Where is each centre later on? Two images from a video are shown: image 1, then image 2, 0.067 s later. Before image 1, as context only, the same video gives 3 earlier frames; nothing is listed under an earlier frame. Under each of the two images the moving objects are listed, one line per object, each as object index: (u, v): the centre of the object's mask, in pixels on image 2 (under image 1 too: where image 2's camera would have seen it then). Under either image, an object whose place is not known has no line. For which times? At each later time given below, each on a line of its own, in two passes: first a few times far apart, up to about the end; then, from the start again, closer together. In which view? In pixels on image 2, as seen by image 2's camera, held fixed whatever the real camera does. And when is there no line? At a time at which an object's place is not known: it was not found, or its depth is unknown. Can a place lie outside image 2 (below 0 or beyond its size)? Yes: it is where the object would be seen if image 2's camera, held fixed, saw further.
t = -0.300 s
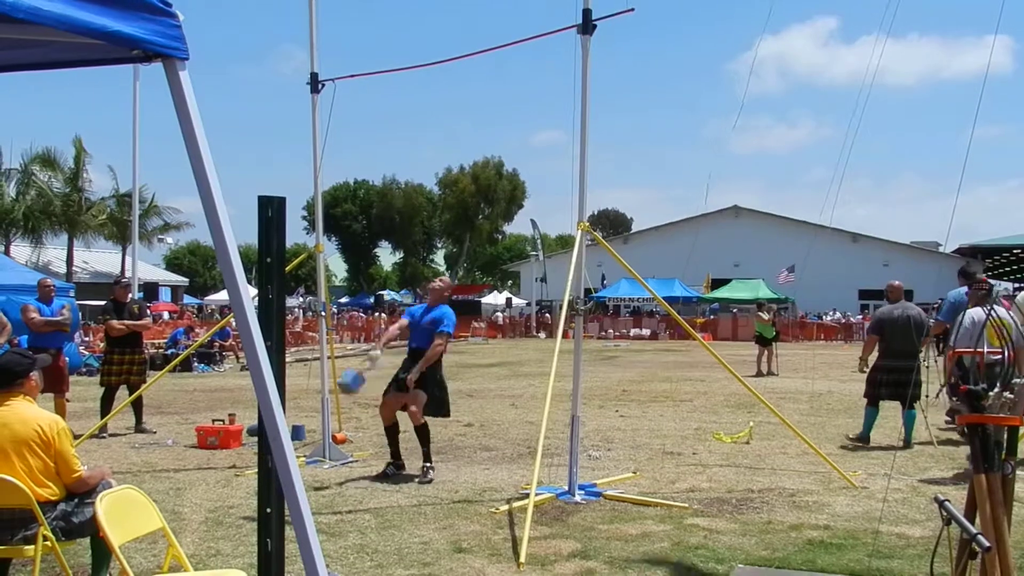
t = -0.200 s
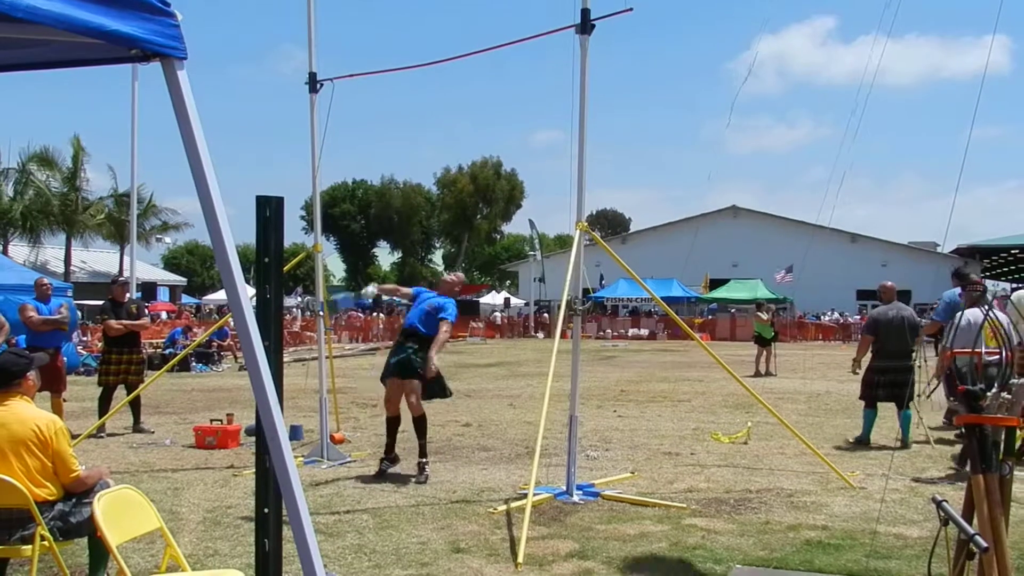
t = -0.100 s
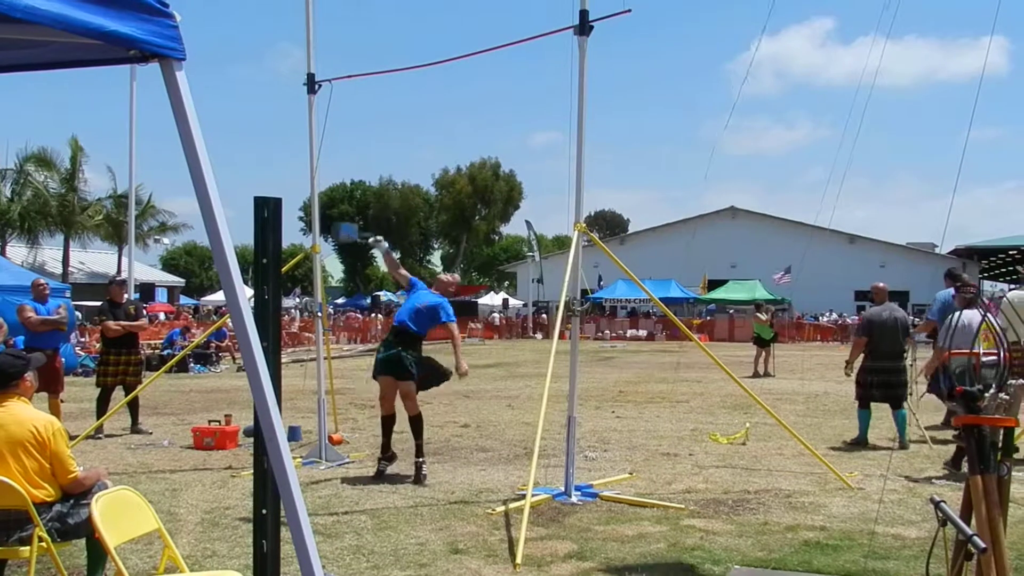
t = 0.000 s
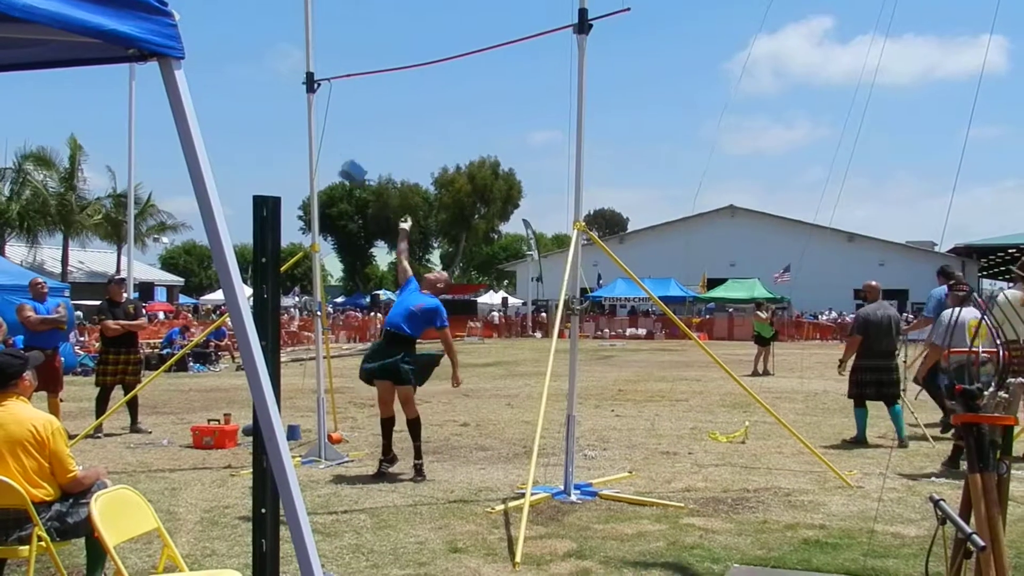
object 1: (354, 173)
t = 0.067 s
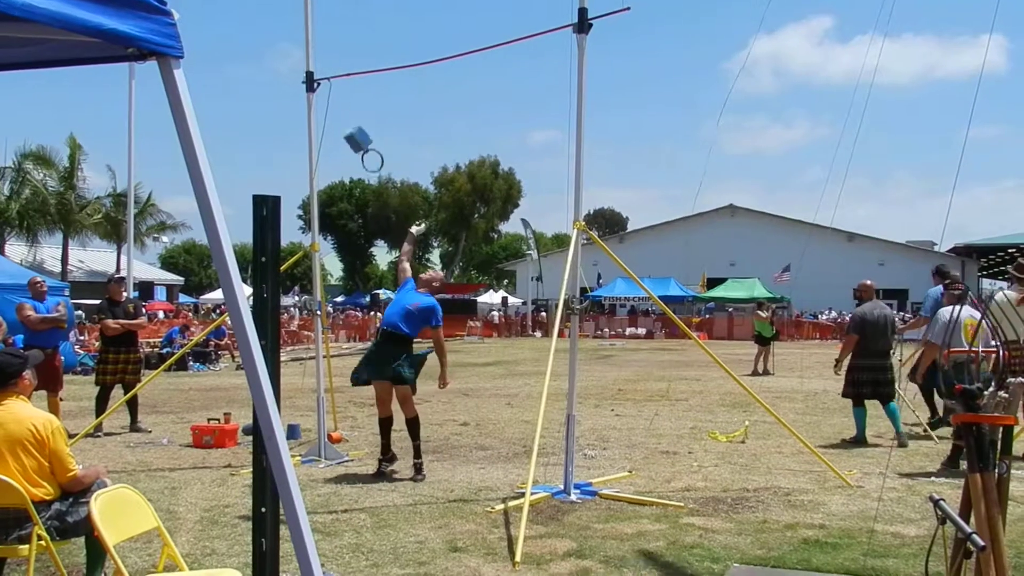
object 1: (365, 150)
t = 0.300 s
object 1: (375, 73)
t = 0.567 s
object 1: (393, 63)
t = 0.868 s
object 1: (415, 144)
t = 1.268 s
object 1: (436, 384)
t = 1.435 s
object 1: (439, 440)
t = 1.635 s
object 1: (433, 428)
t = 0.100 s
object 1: (366, 136)
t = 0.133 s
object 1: (368, 123)
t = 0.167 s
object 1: (369, 112)
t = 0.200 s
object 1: (370, 101)
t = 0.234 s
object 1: (372, 90)
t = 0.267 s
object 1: (374, 81)
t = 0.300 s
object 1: (375, 73)
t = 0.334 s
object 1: (378, 67)
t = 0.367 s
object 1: (380, 63)
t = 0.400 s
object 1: (382, 60)
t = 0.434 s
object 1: (387, 57)
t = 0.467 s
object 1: (388, 57)
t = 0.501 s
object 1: (389, 58)
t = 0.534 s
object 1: (391, 60)
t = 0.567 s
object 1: (393, 63)
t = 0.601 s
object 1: (395, 67)
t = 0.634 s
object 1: (397, 72)
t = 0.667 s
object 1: (399, 78)
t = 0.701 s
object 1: (402, 86)
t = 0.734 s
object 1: (404, 94)
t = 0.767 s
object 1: (407, 105)
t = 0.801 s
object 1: (409, 116)
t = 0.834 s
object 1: (412, 129)
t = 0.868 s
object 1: (415, 144)
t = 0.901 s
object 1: (417, 159)
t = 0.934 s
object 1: (419, 174)
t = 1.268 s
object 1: (436, 384)
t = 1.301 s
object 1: (437, 411)
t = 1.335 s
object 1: (438, 437)
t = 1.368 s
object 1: (442, 442)
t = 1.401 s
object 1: (444, 440)
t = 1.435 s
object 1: (439, 440)
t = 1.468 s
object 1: (438, 440)
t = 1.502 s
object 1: (438, 439)
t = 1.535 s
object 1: (437, 439)
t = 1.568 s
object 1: (436, 436)
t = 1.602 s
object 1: (434, 434)
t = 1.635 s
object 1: (433, 428)
